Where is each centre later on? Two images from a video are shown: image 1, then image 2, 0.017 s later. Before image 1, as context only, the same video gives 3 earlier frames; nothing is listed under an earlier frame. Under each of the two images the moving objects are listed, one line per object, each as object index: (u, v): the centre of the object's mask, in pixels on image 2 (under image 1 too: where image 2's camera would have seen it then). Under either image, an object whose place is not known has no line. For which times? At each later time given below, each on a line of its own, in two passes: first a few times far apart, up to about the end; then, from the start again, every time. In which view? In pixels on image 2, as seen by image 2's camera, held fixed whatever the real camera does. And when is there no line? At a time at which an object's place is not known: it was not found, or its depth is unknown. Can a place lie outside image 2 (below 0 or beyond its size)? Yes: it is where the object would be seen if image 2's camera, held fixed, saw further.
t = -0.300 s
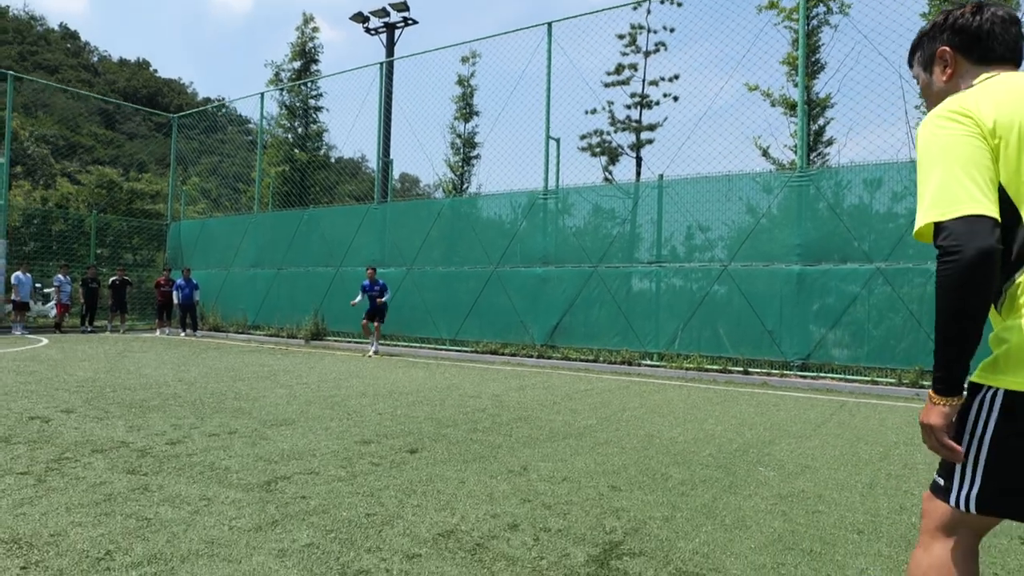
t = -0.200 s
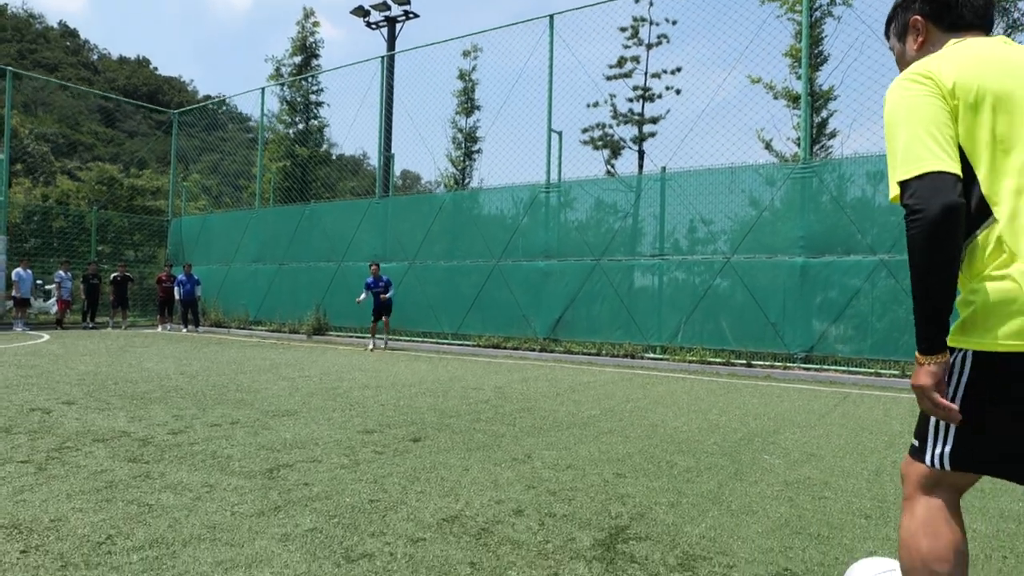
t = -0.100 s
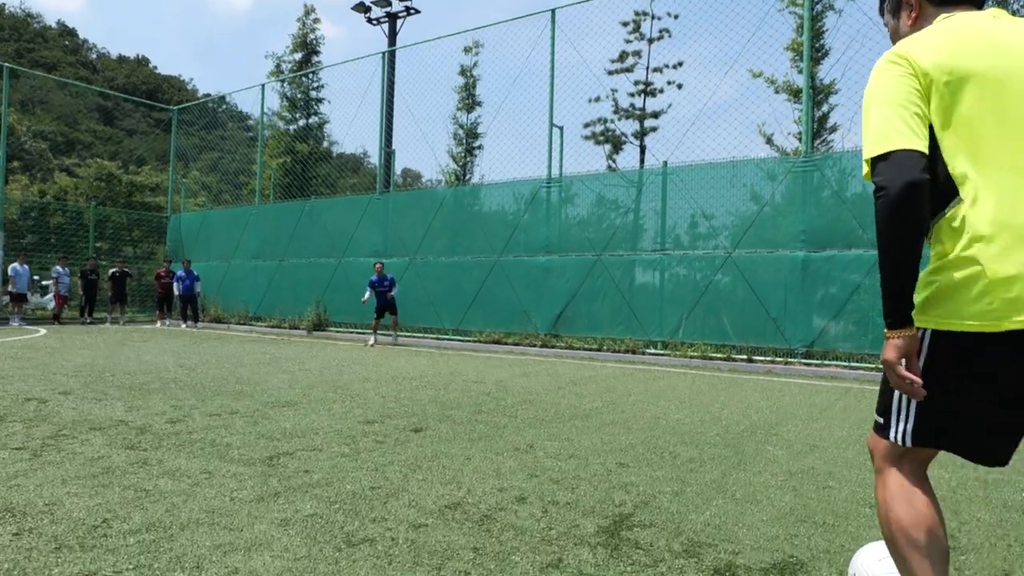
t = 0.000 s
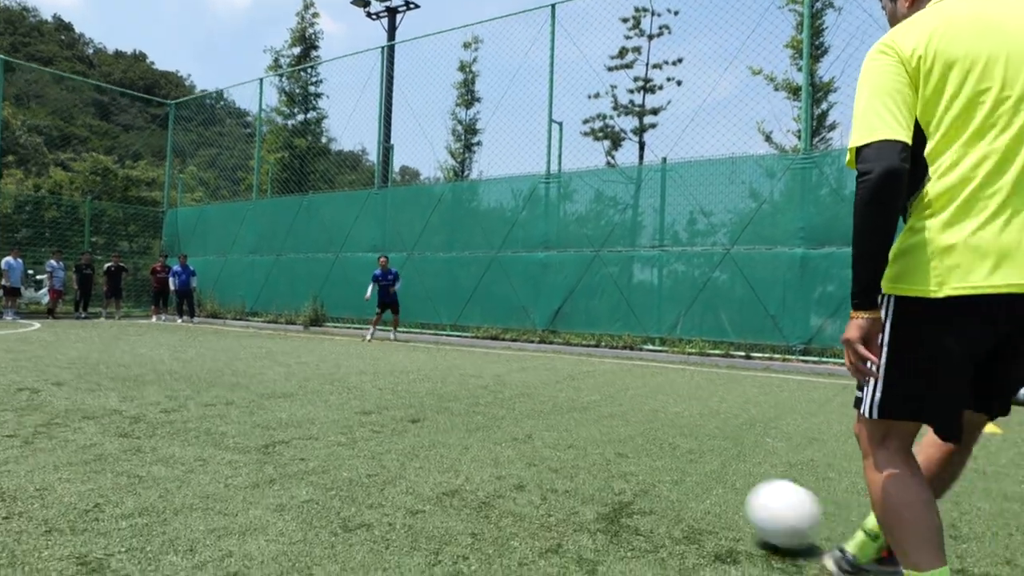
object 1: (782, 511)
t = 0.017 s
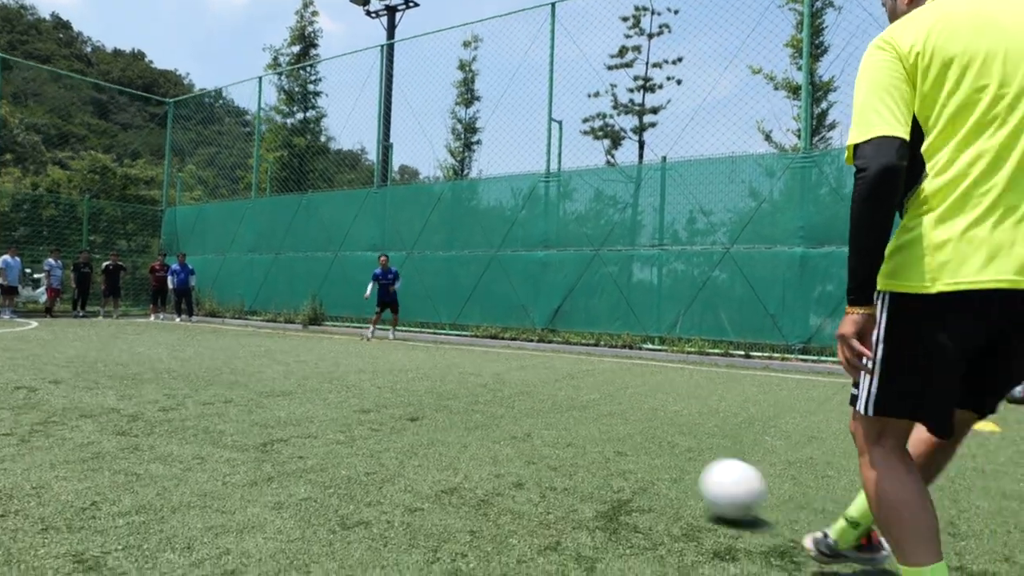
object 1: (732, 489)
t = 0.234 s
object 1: (480, 383)
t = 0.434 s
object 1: (415, 355)
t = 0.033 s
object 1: (691, 472)
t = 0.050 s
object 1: (657, 458)
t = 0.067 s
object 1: (628, 447)
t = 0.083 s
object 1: (604, 437)
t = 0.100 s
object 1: (583, 426)
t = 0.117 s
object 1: (565, 418)
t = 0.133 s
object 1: (549, 411)
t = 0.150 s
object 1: (534, 404)
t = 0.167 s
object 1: (521, 399)
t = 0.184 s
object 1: (510, 395)
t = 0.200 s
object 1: (499, 391)
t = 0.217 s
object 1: (489, 387)
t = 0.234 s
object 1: (480, 383)
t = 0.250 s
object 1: (473, 379)
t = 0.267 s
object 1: (465, 376)
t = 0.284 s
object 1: (458, 373)
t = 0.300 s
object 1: (452, 370)
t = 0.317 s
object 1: (446, 368)
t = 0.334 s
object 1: (441, 365)
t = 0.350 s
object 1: (436, 363)
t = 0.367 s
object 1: (432, 361)
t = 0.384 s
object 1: (427, 359)
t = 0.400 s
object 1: (423, 358)
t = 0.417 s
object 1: (419, 356)
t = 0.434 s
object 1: (415, 355)
